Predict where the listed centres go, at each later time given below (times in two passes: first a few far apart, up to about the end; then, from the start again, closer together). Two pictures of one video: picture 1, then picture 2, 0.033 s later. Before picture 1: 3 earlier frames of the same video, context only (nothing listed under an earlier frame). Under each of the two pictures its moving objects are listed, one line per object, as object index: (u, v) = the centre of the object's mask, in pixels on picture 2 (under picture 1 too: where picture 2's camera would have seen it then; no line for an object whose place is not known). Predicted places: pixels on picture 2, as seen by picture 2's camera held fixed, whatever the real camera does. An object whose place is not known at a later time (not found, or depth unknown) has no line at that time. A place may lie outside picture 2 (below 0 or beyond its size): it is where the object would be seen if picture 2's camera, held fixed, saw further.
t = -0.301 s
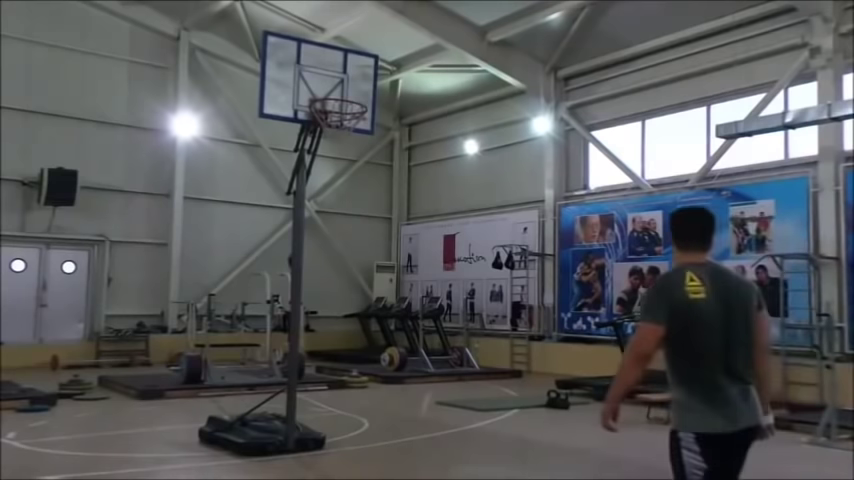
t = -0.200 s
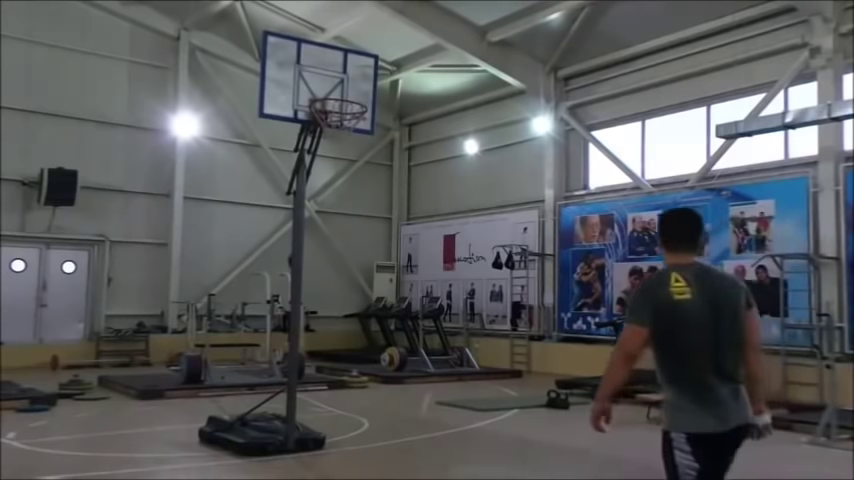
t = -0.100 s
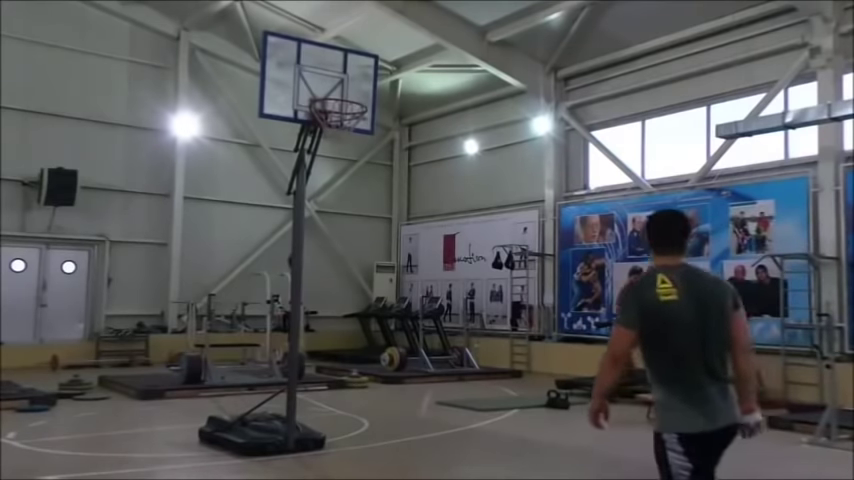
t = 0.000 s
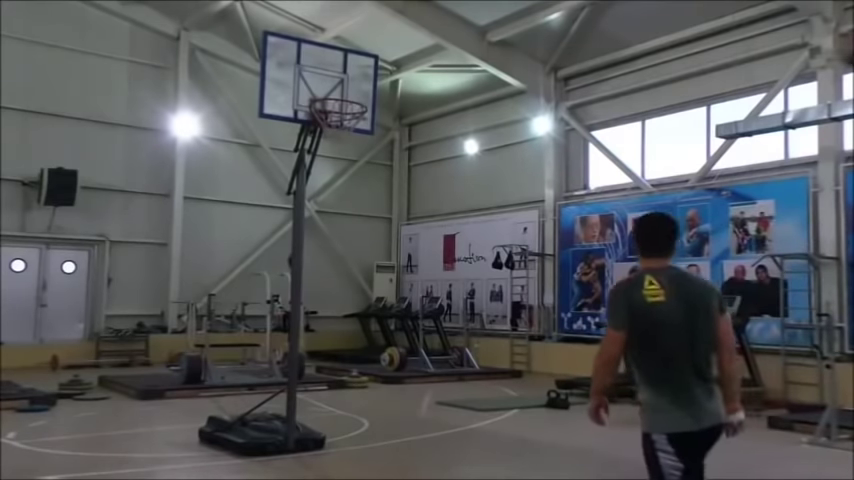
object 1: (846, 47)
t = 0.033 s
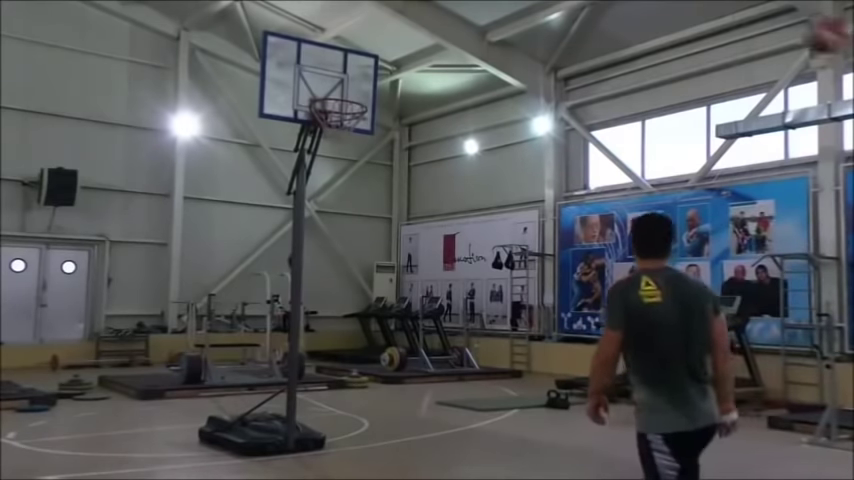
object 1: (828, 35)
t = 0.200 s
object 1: (684, 3)
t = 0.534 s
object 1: (473, 19)
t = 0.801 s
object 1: (354, 111)
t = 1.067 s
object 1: (402, 141)
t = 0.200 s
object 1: (684, 3)
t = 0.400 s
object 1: (549, 4)
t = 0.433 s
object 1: (528, 6)
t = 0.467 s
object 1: (510, 8)
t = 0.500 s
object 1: (491, 13)
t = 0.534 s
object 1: (473, 19)
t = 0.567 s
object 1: (455, 32)
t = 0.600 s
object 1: (437, 41)
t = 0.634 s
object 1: (419, 50)
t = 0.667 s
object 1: (403, 61)
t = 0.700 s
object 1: (390, 73)
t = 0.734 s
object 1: (373, 89)
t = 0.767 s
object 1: (355, 104)
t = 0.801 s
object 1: (354, 111)
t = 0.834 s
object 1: (355, 112)
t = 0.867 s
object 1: (362, 114)
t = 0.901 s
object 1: (371, 117)
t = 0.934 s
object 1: (376, 119)
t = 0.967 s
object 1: (383, 123)
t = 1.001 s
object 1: (392, 130)
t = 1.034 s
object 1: (400, 137)
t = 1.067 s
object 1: (402, 141)
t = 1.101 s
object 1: (408, 151)
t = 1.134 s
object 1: (417, 163)
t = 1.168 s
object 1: (421, 173)
